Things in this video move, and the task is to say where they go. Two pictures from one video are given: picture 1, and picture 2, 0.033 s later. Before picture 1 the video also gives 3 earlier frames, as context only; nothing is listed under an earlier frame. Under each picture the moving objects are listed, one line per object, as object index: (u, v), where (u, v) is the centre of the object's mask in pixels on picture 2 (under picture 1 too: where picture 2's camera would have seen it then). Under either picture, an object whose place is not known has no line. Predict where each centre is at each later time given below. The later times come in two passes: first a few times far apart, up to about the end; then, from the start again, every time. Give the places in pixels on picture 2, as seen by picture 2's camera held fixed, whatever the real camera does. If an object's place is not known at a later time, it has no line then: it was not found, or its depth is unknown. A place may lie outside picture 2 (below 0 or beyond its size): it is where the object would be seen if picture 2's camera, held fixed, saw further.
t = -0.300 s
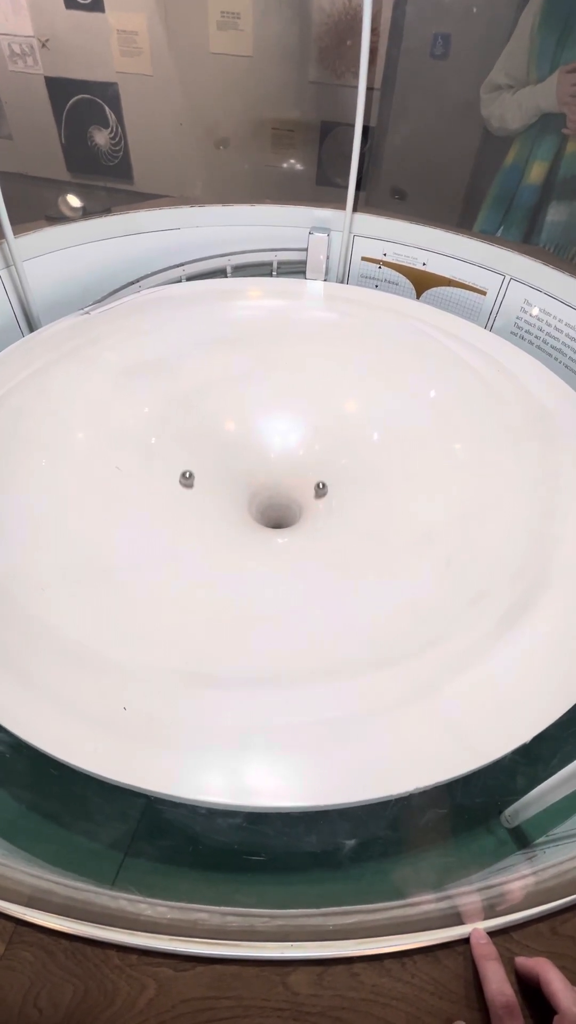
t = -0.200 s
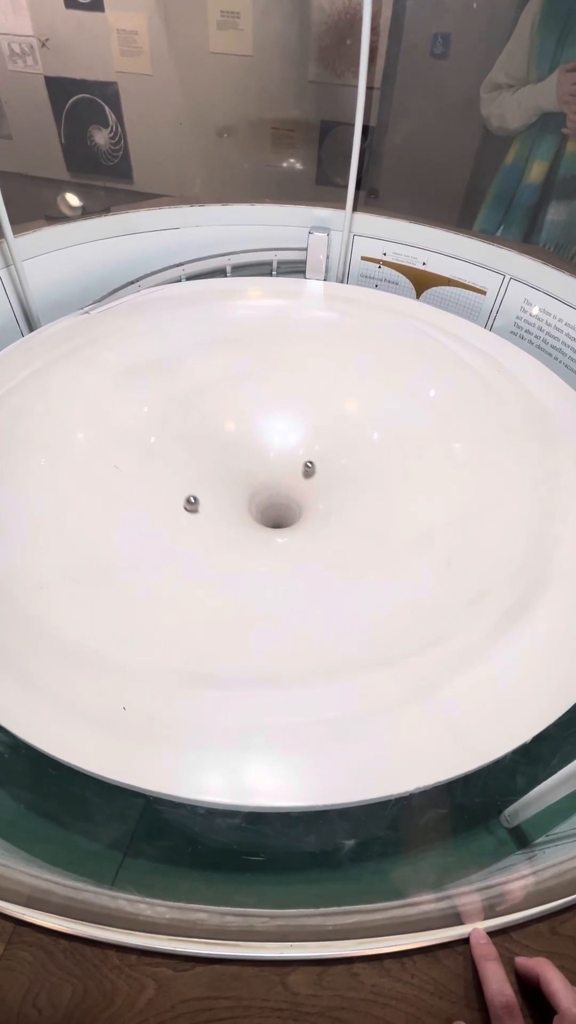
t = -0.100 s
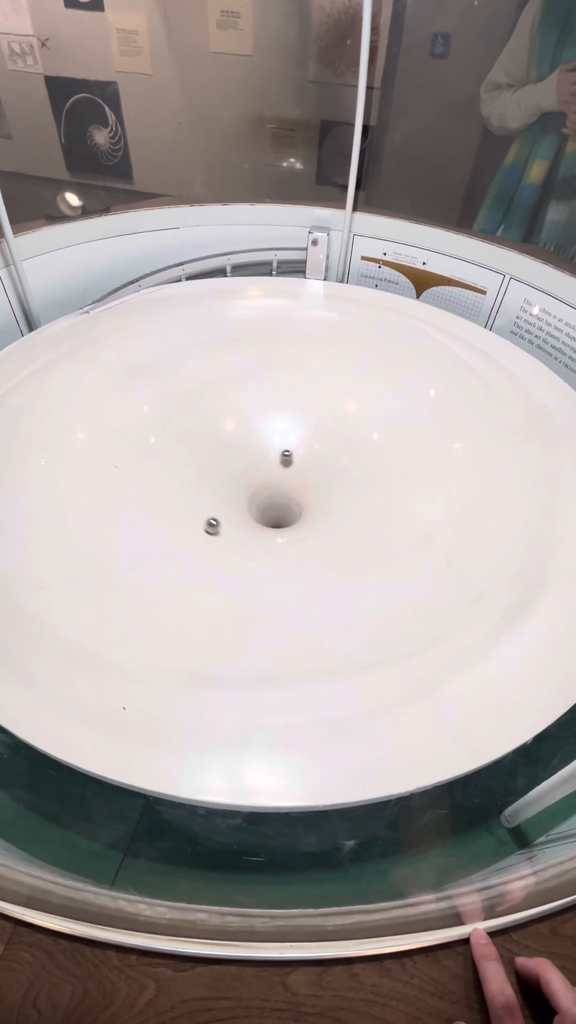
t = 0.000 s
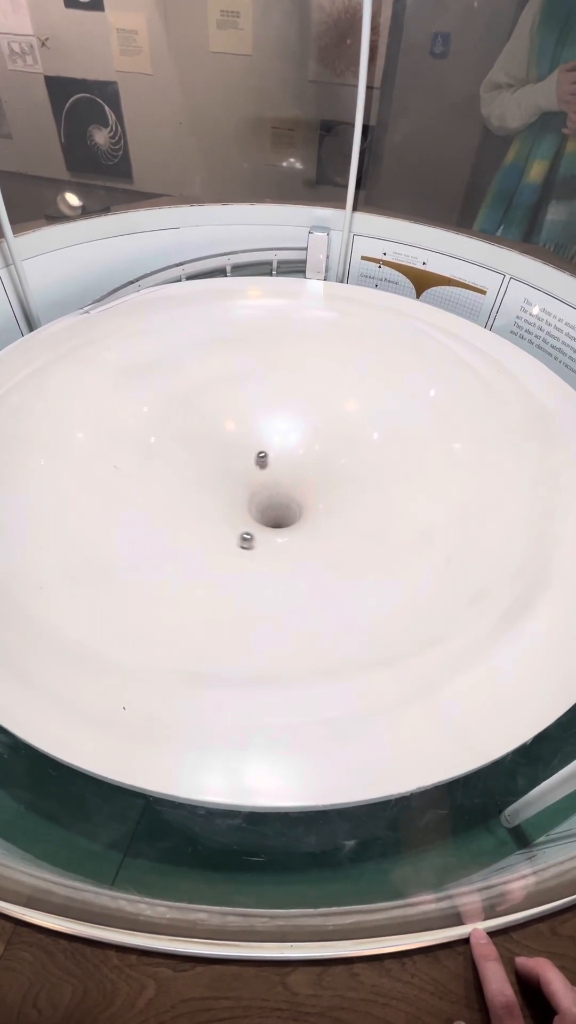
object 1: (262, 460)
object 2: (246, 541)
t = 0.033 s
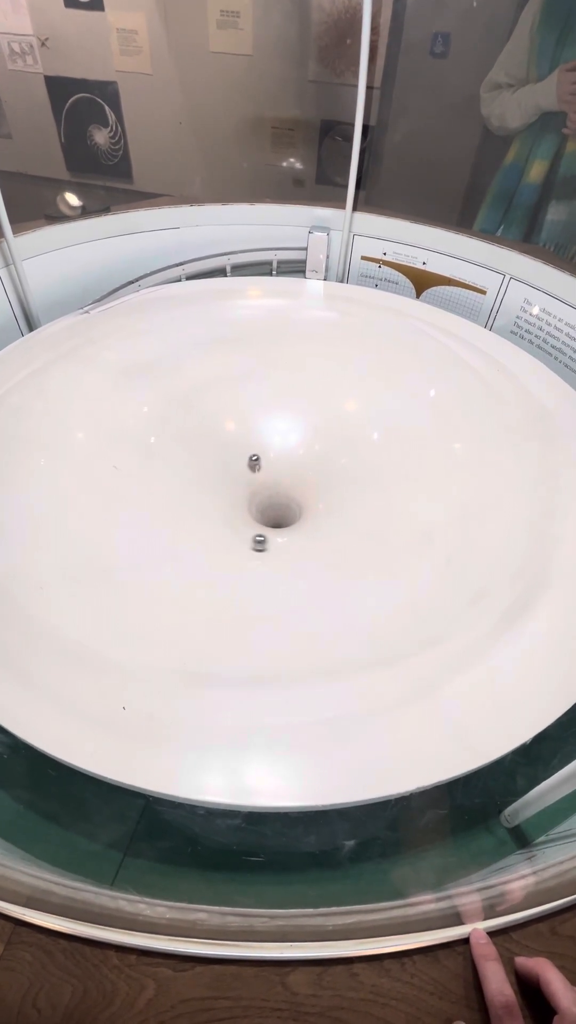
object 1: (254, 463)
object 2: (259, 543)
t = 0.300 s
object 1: (252, 518)
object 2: (345, 513)
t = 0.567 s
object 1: (322, 505)
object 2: (332, 447)
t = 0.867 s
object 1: (280, 467)
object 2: (244, 419)
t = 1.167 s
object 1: (236, 509)
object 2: (188, 465)
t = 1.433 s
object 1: (302, 521)
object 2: (237, 530)
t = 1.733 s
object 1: (287, 471)
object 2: (348, 511)
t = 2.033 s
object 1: (226, 489)
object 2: (343, 443)
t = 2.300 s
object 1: (282, 524)
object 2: (265, 423)
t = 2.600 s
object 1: (303, 469)
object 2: (197, 471)
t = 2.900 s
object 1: (239, 475)
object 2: (247, 539)
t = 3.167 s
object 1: (276, 524)
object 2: (339, 524)
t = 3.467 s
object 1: (320, 482)
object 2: (338, 457)
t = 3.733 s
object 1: (256, 472)
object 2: (256, 426)
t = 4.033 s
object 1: (261, 524)
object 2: (188, 459)
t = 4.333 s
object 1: (317, 499)
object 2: (230, 529)
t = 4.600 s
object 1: (256, 469)
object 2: (333, 519)
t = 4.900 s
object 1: (240, 513)
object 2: (342, 447)
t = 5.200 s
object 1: (314, 502)
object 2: (262, 421)
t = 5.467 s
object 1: (271, 460)
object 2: (204, 463)
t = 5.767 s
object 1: (241, 506)
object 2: (250, 536)
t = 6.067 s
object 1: (320, 503)
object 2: (350, 516)
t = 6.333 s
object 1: (289, 465)
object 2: (344, 459)
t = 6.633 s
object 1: (242, 508)
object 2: (251, 433)
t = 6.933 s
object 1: (312, 515)
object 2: (190, 477)
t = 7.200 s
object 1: (289, 475)
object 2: (238, 534)
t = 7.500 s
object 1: (231, 499)
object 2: (340, 512)
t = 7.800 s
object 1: (299, 520)
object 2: (322, 440)
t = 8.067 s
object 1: (289, 470)
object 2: (246, 424)
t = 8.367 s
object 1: (234, 488)
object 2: (198, 477)
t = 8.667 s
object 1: (303, 517)
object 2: (275, 537)
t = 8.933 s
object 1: (302, 468)
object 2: (355, 502)
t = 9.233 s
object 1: (241, 492)
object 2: (324, 441)
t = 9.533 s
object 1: (304, 520)
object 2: (232, 440)
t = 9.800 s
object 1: (305, 480)
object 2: (200, 497)
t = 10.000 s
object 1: (250, 479)
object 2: (246, 536)
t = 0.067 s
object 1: (248, 467)
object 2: (273, 544)
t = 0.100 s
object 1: (242, 473)
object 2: (286, 543)
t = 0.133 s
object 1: (239, 480)
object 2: (299, 540)
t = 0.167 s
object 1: (236, 488)
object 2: (311, 537)
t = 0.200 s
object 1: (237, 496)
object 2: (322, 532)
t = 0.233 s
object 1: (239, 505)
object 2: (331, 527)
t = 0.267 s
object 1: (244, 512)
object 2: (339, 520)
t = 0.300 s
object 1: (252, 518)
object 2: (345, 513)
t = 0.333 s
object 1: (262, 523)
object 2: (350, 505)
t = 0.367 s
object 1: (273, 525)
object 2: (353, 497)
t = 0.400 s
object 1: (283, 525)
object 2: (353, 488)
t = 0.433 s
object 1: (294, 523)
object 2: (352, 479)
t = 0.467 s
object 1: (304, 520)
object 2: (349, 471)
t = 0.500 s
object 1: (311, 516)
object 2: (345, 462)
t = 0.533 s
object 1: (318, 511)
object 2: (339, 454)
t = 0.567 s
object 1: (322, 505)
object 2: (332, 447)
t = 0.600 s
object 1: (325, 499)
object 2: (324, 440)
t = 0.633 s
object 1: (325, 493)
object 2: (314, 434)
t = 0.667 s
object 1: (324, 487)
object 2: (305, 429)
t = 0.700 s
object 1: (320, 482)
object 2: (295, 424)
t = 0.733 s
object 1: (315, 476)
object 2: (284, 421)
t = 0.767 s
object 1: (307, 472)
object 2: (274, 419)
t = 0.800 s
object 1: (299, 469)
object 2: (264, 418)
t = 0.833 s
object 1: (290, 467)
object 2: (254, 418)
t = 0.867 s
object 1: (280, 467)
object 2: (244, 419)
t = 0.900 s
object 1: (270, 467)
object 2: (235, 421)
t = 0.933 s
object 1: (261, 469)
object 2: (226, 423)
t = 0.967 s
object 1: (252, 473)
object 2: (217, 427)
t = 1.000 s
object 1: (244, 477)
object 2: (210, 431)
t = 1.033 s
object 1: (239, 483)
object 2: (204, 436)
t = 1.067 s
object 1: (235, 489)
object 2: (198, 442)
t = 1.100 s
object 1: (233, 495)
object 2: (193, 449)
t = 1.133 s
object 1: (234, 502)
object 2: (190, 457)
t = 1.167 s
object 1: (236, 509)
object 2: (188, 465)
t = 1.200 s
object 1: (241, 515)
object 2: (188, 473)
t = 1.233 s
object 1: (248, 520)
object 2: (189, 482)
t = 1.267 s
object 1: (256, 524)
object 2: (193, 492)
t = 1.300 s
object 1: (266, 526)
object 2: (198, 501)
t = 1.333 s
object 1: (275, 526)
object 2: (205, 509)
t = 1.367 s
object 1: (284, 526)
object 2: (214, 518)
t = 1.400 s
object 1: (294, 524)
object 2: (225, 525)
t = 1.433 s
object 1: (302, 521)
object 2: (237, 530)
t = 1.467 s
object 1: (308, 516)
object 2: (250, 534)
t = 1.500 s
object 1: (312, 511)
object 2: (265, 537)
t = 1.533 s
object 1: (315, 506)
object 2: (279, 537)
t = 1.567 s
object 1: (316, 499)
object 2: (293, 536)
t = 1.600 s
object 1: (314, 493)
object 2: (307, 533)
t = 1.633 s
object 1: (310, 486)
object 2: (319, 529)
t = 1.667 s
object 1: (304, 480)
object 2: (331, 524)
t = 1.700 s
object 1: (296, 475)
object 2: (340, 518)
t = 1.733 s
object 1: (287, 471)
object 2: (348, 511)
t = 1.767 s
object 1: (277, 468)
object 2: (354, 503)
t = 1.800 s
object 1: (267, 466)
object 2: (359, 496)
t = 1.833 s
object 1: (258, 466)
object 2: (362, 488)
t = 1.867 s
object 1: (249, 467)
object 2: (362, 479)
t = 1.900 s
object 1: (242, 469)
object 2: (362, 471)
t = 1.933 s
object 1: (236, 473)
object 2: (359, 464)
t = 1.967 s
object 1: (231, 477)
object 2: (355, 456)
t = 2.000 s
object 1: (228, 483)
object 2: (350, 450)
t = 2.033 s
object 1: (226, 489)
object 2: (343, 443)
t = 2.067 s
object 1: (227, 495)
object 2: (335, 438)
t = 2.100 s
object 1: (230, 502)
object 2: (327, 433)
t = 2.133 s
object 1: (234, 509)
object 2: (317, 429)
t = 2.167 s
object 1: (241, 515)
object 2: (308, 426)
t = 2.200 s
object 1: (250, 520)
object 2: (298, 424)
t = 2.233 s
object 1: (260, 523)
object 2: (287, 423)
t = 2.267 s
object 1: (272, 524)
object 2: (276, 423)
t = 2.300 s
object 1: (282, 524)
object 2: (265, 423)
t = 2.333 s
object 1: (293, 521)
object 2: (255, 425)
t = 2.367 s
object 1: (302, 517)
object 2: (245, 428)
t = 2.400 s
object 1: (309, 511)
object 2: (235, 432)
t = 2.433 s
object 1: (313, 505)
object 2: (226, 436)
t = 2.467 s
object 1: (316, 497)
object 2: (218, 442)
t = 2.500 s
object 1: (316, 490)
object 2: (211, 448)
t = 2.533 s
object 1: (314, 482)
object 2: (205, 455)
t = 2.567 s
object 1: (309, 475)
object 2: (200, 463)
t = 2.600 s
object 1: (303, 469)
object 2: (197, 471)
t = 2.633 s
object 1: (296, 464)
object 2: (195, 480)
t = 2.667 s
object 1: (288, 461)
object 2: (196, 489)
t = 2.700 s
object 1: (280, 458)
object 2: (198, 498)
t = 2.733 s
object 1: (272, 458)
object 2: (202, 507)
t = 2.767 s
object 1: (264, 458)
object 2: (208, 515)
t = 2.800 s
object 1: (256, 460)
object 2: (216, 522)
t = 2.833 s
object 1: (250, 464)
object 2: (225, 529)
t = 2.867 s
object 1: (244, 469)
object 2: (236, 535)
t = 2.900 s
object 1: (239, 475)
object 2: (247, 539)
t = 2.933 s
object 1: (236, 482)
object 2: (260, 541)
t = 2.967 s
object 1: (235, 489)
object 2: (273, 543)
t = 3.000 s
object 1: (236, 498)
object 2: (286, 543)
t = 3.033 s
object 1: (240, 506)
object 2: (299, 541)
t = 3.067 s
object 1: (246, 513)
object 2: (310, 538)
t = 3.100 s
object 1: (254, 519)
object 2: (321, 534)
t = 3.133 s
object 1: (266, 522)
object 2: (330, 530)
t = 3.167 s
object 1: (276, 524)
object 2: (339, 524)
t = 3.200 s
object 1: (287, 523)
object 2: (345, 518)
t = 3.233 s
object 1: (298, 521)
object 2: (351, 511)
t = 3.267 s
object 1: (307, 517)
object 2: (354, 503)
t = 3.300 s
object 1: (314, 512)
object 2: (356, 496)
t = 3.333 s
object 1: (319, 506)
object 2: (355, 488)
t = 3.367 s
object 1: (323, 500)
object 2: (354, 480)
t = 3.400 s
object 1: (324, 494)
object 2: (350, 472)
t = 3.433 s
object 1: (323, 488)
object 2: (344, 465)
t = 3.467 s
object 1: (320, 482)
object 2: (338, 457)
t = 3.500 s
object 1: (315, 477)
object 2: (330, 450)
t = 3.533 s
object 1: (309, 472)
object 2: (321, 444)
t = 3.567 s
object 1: (301, 469)
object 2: (311, 439)
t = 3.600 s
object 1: (292, 467)
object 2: (300, 435)
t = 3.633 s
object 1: (283, 466)
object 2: (290, 431)
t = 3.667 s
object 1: (273, 467)
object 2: (278, 428)
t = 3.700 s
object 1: (264, 469)
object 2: (267, 426)
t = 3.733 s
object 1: (256, 472)
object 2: (256, 426)
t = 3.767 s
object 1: (248, 477)
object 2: (246, 426)
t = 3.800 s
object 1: (242, 482)
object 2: (236, 427)
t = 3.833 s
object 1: (238, 489)
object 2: (226, 429)
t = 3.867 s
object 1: (236, 496)
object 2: (218, 432)
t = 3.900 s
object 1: (237, 503)
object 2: (209, 436)
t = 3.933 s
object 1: (240, 510)
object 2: (202, 441)
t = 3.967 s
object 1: (245, 515)
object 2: (197, 446)
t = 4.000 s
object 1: (252, 521)
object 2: (192, 452)
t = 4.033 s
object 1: (261, 524)
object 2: (188, 459)
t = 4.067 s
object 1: (270, 526)
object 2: (186, 467)
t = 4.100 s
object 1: (279, 526)
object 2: (185, 475)
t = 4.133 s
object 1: (289, 525)
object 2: (186, 483)
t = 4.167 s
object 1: (297, 523)
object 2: (189, 492)
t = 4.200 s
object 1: (305, 520)
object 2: (194, 500)
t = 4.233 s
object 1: (310, 516)
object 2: (201, 509)
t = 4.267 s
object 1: (315, 510)
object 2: (209, 516)
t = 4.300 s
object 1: (317, 505)
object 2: (219, 523)
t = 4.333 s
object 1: (317, 499)
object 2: (230, 529)
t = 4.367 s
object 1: (315, 493)
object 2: (243, 533)
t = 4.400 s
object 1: (310, 487)
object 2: (256, 536)
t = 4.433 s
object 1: (303, 481)
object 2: (271, 537)
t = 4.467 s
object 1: (295, 476)
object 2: (286, 536)
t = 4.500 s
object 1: (285, 473)
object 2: (299, 534)
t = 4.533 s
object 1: (275, 470)
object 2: (312, 531)
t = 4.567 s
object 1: (265, 469)
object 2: (323, 526)
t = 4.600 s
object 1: (256, 469)
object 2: (333, 519)
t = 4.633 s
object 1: (248, 471)
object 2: (341, 512)
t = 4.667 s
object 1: (241, 474)
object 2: (348, 505)
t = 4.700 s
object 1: (235, 478)
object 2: (352, 496)
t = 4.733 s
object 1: (231, 483)
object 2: (355, 488)
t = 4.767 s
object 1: (229, 489)
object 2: (356, 479)
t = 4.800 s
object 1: (229, 495)
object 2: (355, 471)
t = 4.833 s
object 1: (230, 501)
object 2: (352, 462)
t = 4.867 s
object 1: (234, 508)
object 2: (347, 454)
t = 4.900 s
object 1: (240, 513)
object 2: (342, 447)
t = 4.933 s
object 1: (248, 519)
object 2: (335, 440)
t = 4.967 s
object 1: (257, 522)
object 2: (328, 434)
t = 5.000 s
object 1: (267, 524)
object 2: (319, 430)
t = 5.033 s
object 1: (278, 524)
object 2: (310, 426)
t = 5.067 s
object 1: (289, 523)
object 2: (302, 422)
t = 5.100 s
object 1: (298, 520)
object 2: (291, 421)
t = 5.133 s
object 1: (305, 515)
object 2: (282, 420)
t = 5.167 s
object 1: (311, 509)
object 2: (271, 420)
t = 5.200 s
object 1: (314, 502)
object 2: (262, 421)
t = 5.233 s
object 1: (315, 494)
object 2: (252, 423)
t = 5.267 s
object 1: (313, 487)
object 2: (243, 426)
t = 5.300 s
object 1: (308, 480)
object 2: (234, 430)
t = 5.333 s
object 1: (302, 473)
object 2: (226, 435)
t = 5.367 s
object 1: (295, 468)
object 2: (219, 441)
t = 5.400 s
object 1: (287, 464)
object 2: (213, 447)
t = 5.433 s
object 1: (279, 461)
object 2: (207, 455)
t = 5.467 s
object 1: (271, 460)
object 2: (204, 463)
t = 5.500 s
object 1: (263, 461)
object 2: (201, 472)
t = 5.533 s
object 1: (255, 462)
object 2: (201, 481)
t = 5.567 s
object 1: (249, 465)
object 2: (202, 491)
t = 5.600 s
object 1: (243, 470)
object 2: (205, 500)
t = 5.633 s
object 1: (239, 476)
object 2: (211, 509)
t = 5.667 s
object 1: (236, 482)
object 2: (218, 517)
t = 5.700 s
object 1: (236, 490)
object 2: (227, 525)
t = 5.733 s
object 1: (237, 498)
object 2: (238, 531)
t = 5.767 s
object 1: (241, 506)
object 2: (250, 536)
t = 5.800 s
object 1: (247, 513)
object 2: (263, 539)
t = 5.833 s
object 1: (256, 519)
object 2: (276, 540)
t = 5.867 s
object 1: (266, 523)
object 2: (289, 540)
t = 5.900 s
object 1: (277, 524)
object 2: (302, 539)
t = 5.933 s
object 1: (288, 522)
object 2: (314, 536)
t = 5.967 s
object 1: (300, 520)
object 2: (325, 532)
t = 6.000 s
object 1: (308, 515)
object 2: (335, 528)
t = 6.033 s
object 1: (315, 510)
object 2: (343, 522)
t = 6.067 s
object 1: (320, 503)
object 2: (350, 516)
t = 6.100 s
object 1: (322, 497)
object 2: (355, 509)
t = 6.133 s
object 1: (323, 490)
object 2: (359, 502)
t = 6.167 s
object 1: (321, 484)
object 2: (360, 495)
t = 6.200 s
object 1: (317, 478)
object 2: (360, 487)
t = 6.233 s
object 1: (312, 474)
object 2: (359, 480)
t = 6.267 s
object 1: (305, 470)
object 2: (355, 473)
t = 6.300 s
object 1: (298, 467)
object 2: (350, 466)
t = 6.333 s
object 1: (289, 465)
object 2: (344, 459)
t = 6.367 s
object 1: (280, 465)
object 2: (336, 453)
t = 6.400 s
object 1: (271, 467)
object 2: (327, 447)
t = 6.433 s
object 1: (263, 470)
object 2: (318, 442)
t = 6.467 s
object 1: (255, 474)
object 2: (307, 438)
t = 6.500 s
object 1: (248, 479)
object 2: (296, 435)
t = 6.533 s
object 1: (243, 486)
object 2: (285, 433)
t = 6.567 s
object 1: (240, 493)
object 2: (273, 432)
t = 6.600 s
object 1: (240, 500)
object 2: (262, 432)
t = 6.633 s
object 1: (242, 508)
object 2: (251, 433)
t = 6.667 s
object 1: (247, 514)
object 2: (241, 434)
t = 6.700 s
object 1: (253, 519)
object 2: (231, 437)
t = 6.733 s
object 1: (261, 523)
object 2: (221, 440)
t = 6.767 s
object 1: (271, 525)
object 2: (213, 444)
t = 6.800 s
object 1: (280, 526)
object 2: (206, 449)
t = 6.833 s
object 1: (290, 525)
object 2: (200, 456)
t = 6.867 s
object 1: (299, 523)
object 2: (195, 462)
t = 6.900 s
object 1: (306, 519)
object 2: (192, 469)
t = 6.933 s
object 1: (312, 515)
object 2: (190, 477)
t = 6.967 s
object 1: (317, 510)
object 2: (190, 485)
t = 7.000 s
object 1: (319, 504)
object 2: (191, 493)
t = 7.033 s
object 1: (319, 499)
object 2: (195, 501)
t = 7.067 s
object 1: (317, 493)
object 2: (200, 509)
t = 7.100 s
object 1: (313, 487)
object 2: (207, 517)
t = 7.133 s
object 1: (306, 482)
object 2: (216, 523)
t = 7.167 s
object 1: (298, 478)
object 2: (226, 529)
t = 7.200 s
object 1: (289, 475)
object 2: (238, 534)
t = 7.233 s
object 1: (278, 473)
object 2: (250, 537)
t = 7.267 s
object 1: (268, 472)
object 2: (263, 539)
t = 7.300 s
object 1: (259, 473)
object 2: (277, 539)
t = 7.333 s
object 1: (250, 474)
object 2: (290, 537)
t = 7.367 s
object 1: (243, 478)
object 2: (302, 534)
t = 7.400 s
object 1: (237, 482)
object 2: (314, 530)
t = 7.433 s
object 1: (233, 487)
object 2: (324, 525)
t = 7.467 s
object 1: (231, 493)
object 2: (333, 519)
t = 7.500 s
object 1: (231, 499)
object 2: (340, 512)
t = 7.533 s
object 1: (234, 505)
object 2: (345, 504)
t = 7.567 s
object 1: (238, 511)
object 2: (348, 496)
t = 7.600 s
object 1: (244, 517)
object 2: (349, 487)
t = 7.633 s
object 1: (251, 521)
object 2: (349, 479)
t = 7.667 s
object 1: (261, 524)
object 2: (346, 470)
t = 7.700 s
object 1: (271, 525)
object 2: (342, 462)
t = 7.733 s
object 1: (280, 525)
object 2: (337, 454)
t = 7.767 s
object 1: (290, 523)
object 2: (330, 447)
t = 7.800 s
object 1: (299, 520)
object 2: (322, 440)
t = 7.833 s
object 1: (305, 515)
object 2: (314, 435)
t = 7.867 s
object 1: (310, 509)
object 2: (305, 430)
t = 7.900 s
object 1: (312, 502)
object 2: (295, 426)
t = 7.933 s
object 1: (312, 495)
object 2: (285, 424)
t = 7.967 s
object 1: (309, 488)
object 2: (275, 422)
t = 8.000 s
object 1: (304, 481)
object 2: (265, 422)
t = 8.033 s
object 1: (297, 475)
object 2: (256, 422)
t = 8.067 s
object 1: (289, 470)
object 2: (246, 424)
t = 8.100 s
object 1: (280, 466)
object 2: (237, 426)
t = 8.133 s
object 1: (271, 464)
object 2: (229, 430)
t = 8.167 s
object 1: (263, 463)
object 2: (221, 434)
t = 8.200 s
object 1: (255, 465)
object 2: (214, 439)
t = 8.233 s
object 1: (249, 467)
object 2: (208, 445)
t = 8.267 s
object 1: (242, 471)
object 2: (204, 452)
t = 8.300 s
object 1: (238, 476)
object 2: (200, 460)
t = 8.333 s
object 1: (235, 481)
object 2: (198, 468)
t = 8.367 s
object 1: (234, 488)
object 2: (198, 477)
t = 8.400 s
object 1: (234, 495)
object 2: (199, 486)
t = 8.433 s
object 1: (237, 503)
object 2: (203, 496)
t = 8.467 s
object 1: (243, 510)
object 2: (208, 505)
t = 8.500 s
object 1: (250, 516)
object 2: (216, 513)
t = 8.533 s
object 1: (260, 521)
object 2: (225, 521)
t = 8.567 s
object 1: (272, 523)
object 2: (235, 527)
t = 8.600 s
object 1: (283, 523)
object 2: (248, 532)
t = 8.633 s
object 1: (294, 521)
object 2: (261, 535)
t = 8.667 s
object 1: (303, 517)
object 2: (275, 537)
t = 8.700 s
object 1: (310, 511)
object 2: (289, 537)
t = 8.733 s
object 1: (316, 504)
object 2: (302, 535)
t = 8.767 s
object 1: (319, 497)
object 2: (315, 531)
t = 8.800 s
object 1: (319, 491)
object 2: (326, 527)
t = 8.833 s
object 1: (318, 484)
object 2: (335, 522)
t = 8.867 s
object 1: (314, 478)
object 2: (344, 516)
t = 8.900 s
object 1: (309, 472)
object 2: (350, 509)
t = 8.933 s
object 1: (302, 468)
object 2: (355, 502)
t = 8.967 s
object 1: (295, 465)
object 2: (358, 494)
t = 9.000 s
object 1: (287, 464)
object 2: (359, 487)
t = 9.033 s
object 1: (278, 463)
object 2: (359, 479)
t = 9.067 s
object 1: (270, 465)
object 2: (357, 472)
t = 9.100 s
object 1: (262, 468)
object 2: (353, 465)
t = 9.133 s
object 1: (255, 472)
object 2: (348, 458)
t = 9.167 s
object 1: (249, 478)
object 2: (341, 452)
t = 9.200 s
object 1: (244, 484)
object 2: (333, 446)
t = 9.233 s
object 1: (241, 492)
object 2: (324, 441)
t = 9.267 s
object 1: (241, 500)
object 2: (315, 437)
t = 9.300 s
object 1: (244, 508)
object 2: (305, 434)
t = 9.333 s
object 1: (249, 515)
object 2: (294, 432)
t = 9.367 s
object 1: (256, 520)
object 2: (283, 431)
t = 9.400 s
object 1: (266, 523)
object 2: (272, 431)
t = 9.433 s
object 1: (276, 525)
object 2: (261, 432)
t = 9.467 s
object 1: (286, 524)
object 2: (251, 434)
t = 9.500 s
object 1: (296, 523)
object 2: (241, 437)
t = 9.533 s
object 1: (304, 520)
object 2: (232, 440)
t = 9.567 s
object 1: (311, 515)
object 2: (223, 445)
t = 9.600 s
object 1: (316, 511)
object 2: (216, 451)
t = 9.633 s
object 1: (320, 506)
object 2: (209, 457)
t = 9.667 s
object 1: (321, 500)
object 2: (204, 464)
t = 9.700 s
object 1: (321, 495)
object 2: (200, 472)
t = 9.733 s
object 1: (318, 489)
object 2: (198, 480)
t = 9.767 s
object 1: (313, 484)
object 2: (198, 488)
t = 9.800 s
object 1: (305, 480)
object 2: (200, 497)
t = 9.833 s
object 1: (297, 477)
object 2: (203, 505)
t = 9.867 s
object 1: (287, 474)
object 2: (208, 513)
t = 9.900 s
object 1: (277, 473)
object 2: (216, 520)
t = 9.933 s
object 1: (268, 474)
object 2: (225, 527)
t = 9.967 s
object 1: (258, 476)
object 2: (235, 532)
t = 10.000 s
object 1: (250, 479)
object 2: (246, 536)
